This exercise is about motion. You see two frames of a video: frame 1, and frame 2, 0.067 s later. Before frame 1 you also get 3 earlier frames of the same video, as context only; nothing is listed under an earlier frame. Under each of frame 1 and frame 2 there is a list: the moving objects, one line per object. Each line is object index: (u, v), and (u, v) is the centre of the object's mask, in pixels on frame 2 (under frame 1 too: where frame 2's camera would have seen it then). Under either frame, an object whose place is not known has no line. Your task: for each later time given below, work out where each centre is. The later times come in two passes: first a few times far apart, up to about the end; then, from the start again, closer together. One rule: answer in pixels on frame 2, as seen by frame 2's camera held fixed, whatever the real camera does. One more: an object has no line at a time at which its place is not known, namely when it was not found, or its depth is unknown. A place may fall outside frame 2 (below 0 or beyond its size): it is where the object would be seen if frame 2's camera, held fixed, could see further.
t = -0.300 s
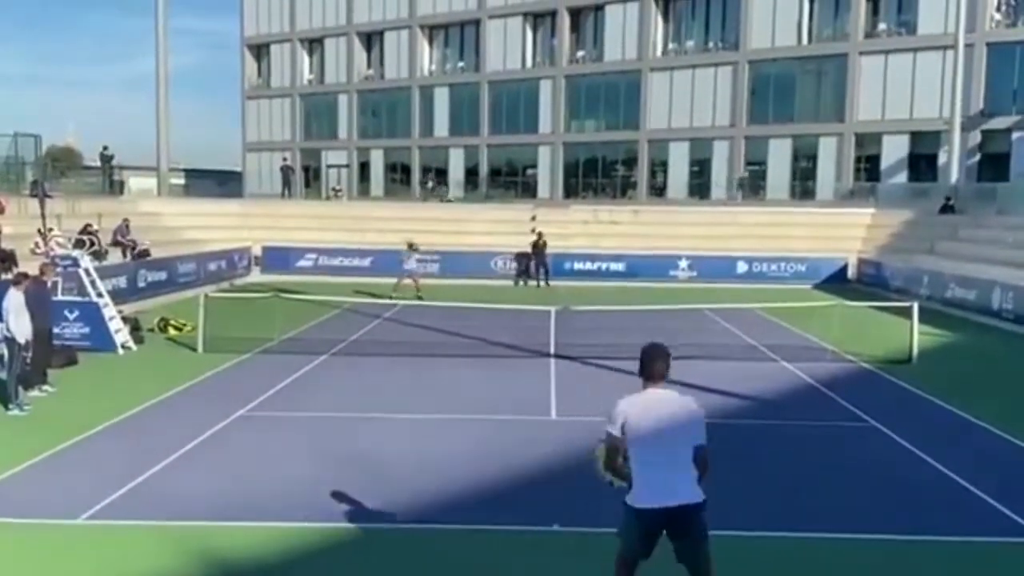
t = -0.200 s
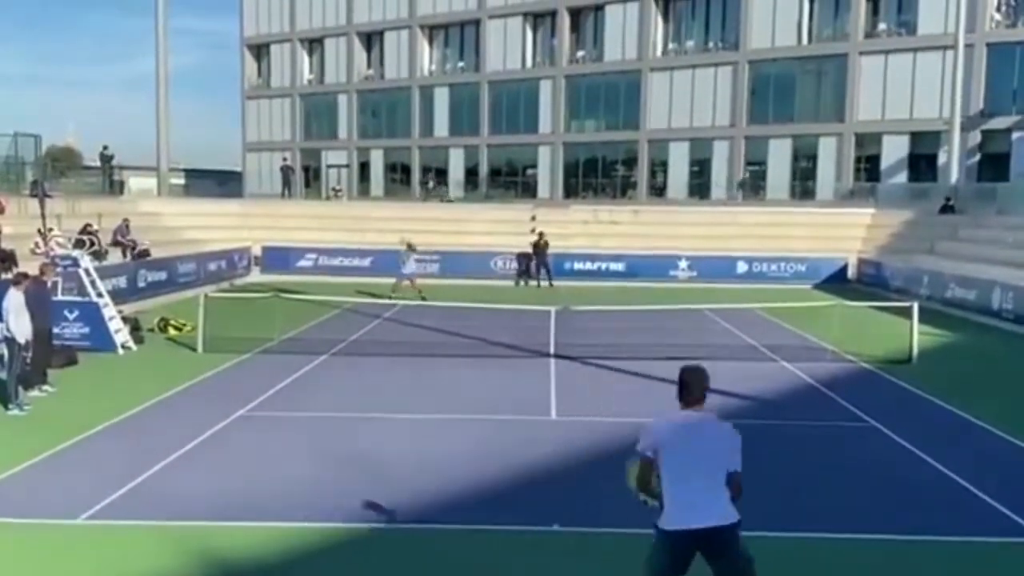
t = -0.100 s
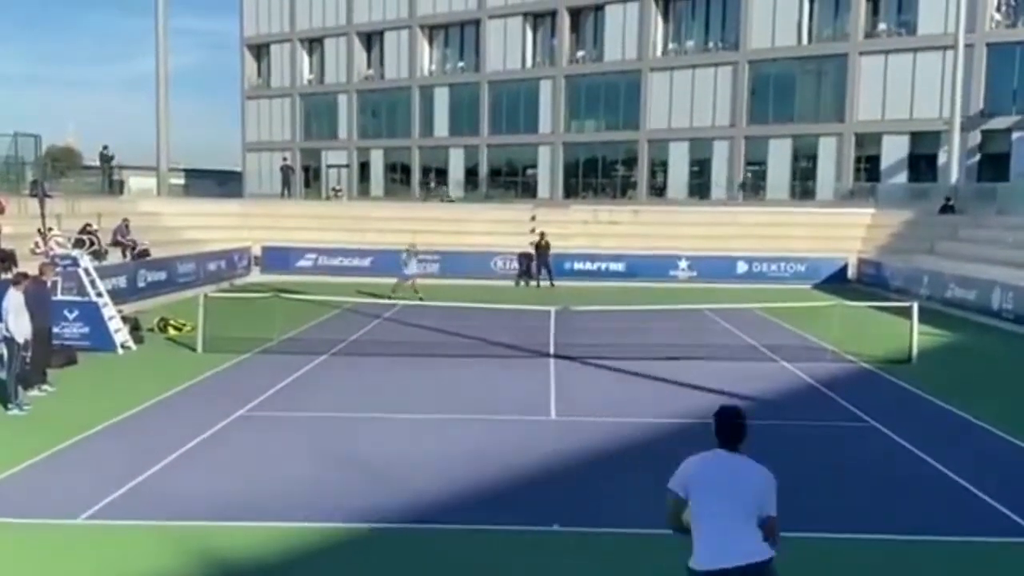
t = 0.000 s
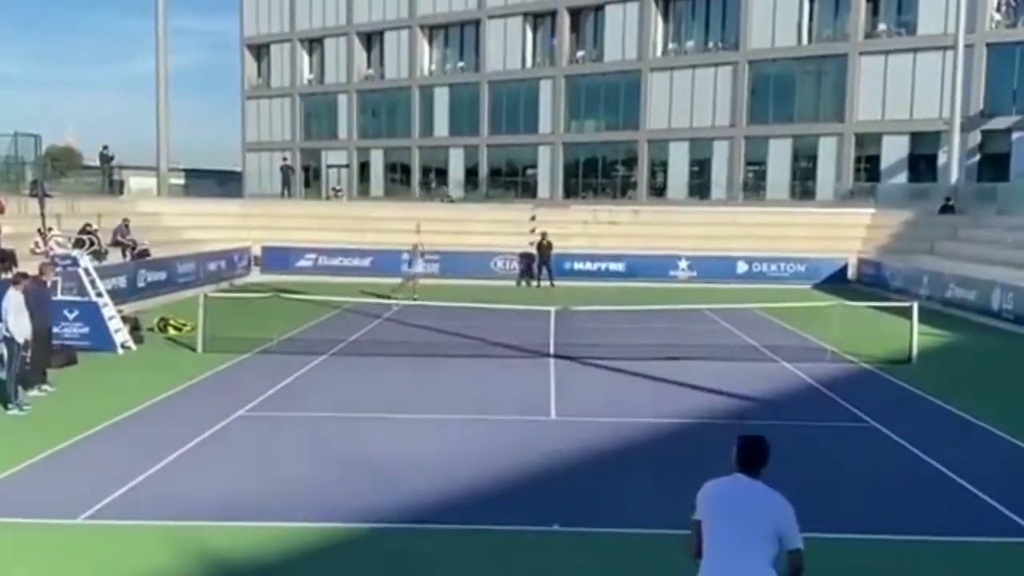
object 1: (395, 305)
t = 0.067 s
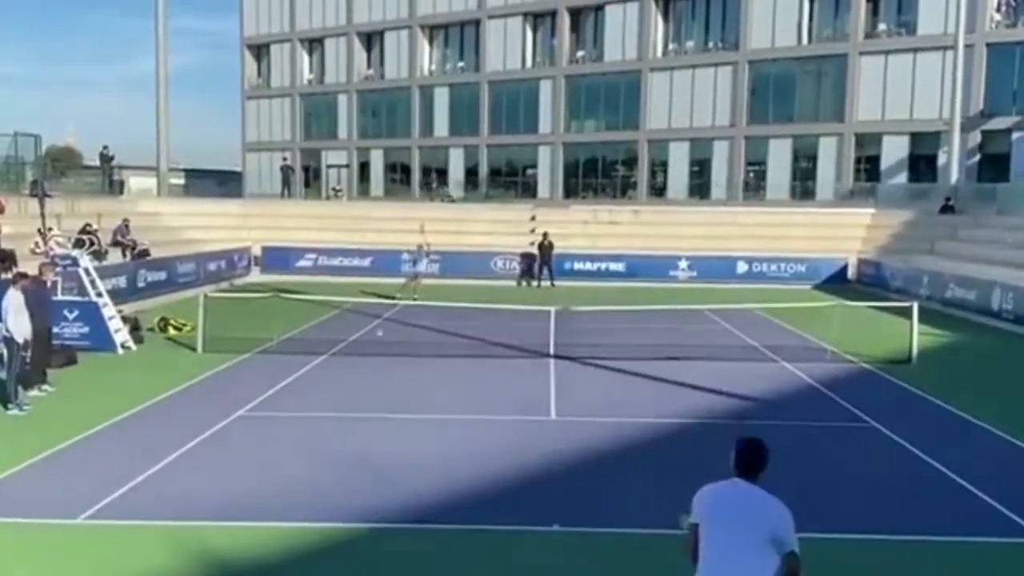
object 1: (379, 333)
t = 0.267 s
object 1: (327, 418)
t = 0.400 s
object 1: (288, 402)
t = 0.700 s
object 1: (140, 470)
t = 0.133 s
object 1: (363, 368)
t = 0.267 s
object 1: (327, 418)
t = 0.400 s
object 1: (288, 402)
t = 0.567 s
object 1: (220, 416)
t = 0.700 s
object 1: (140, 470)
